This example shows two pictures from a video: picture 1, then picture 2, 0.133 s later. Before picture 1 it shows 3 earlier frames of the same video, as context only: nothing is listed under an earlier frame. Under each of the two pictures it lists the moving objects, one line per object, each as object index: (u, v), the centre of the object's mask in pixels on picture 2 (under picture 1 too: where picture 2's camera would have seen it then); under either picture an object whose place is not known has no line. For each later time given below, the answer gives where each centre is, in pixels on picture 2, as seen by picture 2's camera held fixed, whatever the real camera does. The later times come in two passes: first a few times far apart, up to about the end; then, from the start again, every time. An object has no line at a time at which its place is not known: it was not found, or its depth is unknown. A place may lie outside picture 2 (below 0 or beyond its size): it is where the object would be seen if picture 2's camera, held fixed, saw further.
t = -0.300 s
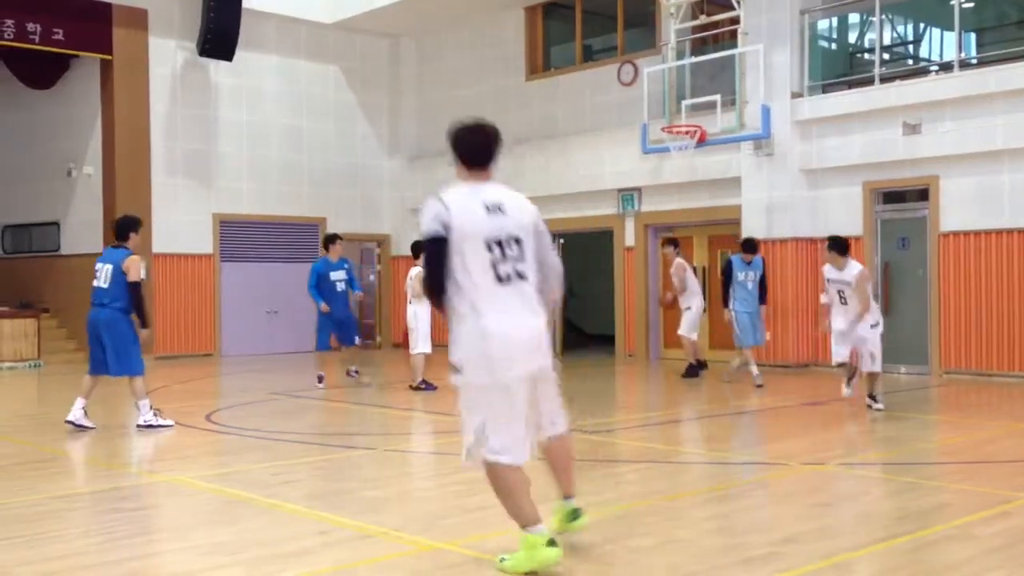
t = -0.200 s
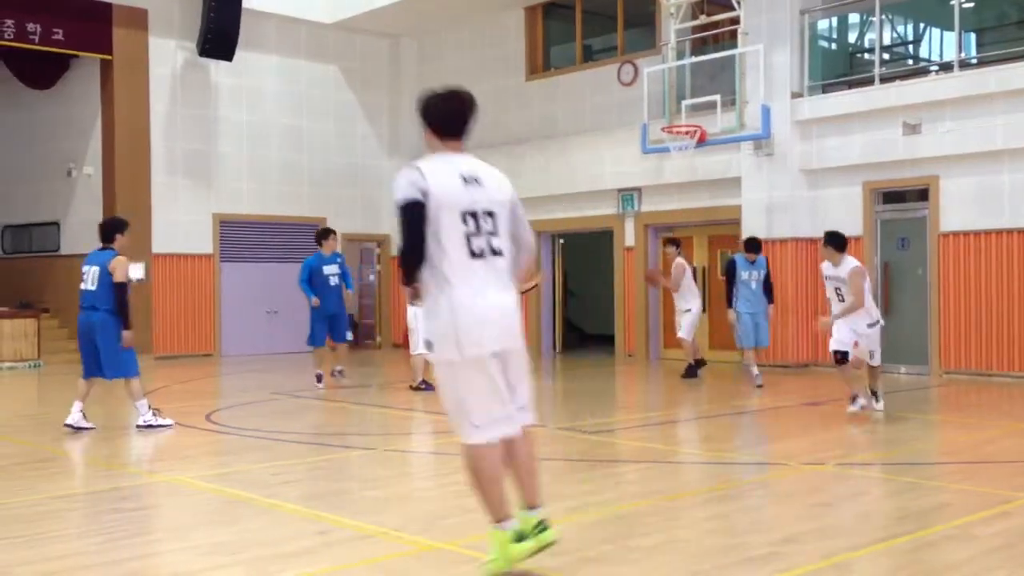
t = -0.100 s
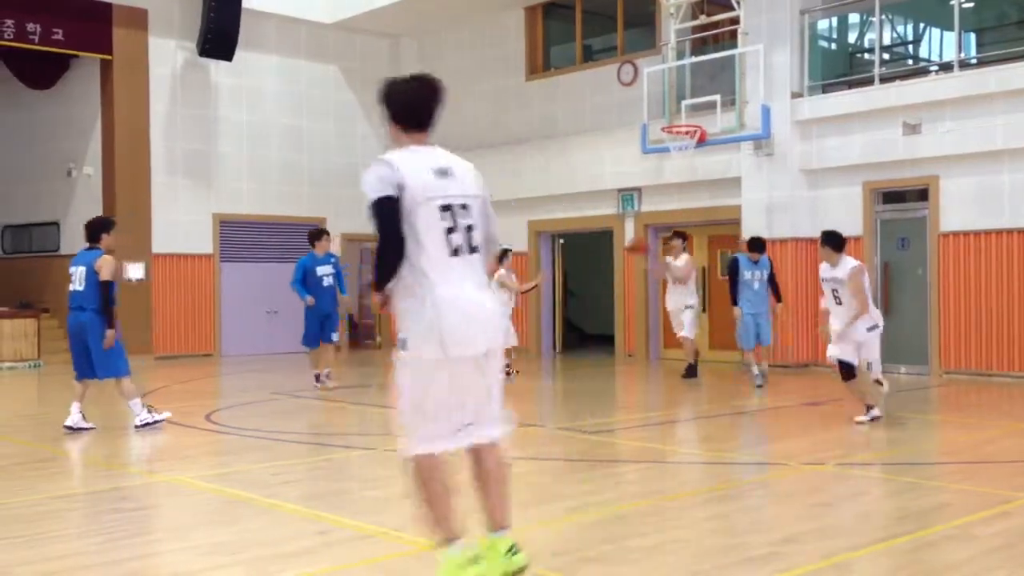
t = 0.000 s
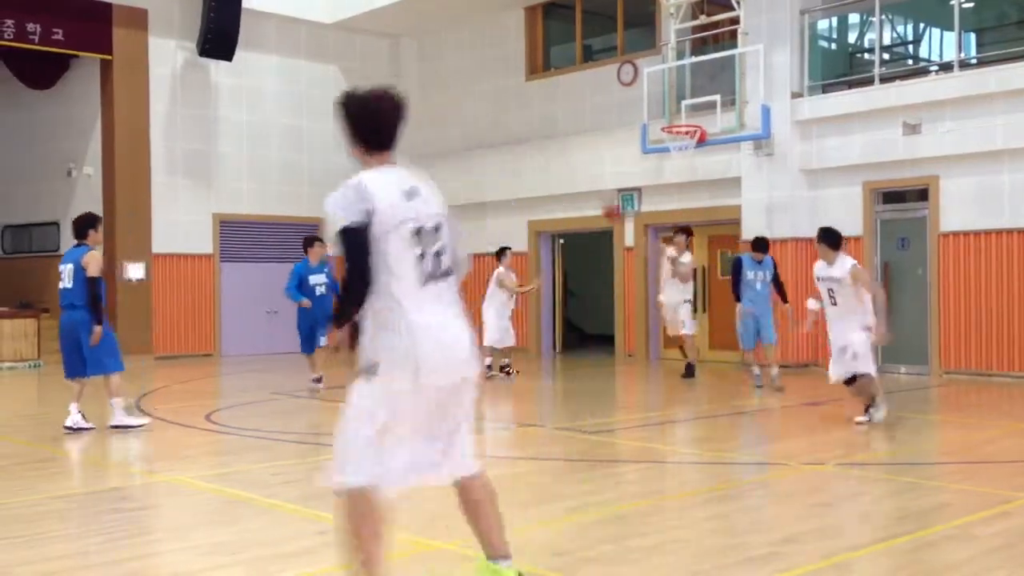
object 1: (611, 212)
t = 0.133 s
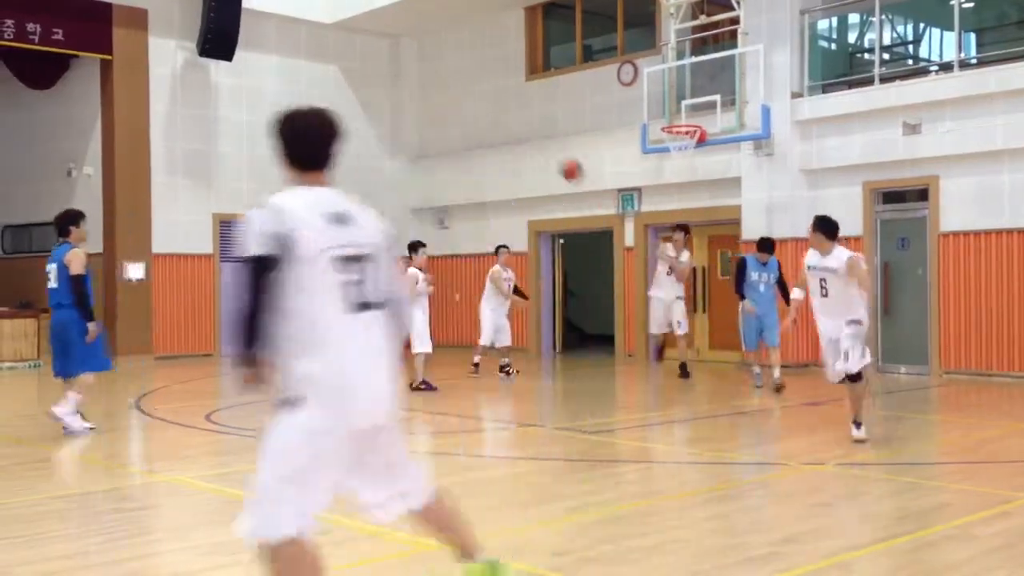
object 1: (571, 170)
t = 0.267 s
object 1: (518, 136)
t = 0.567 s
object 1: (330, 95)
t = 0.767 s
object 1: (90, 132)
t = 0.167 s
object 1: (559, 160)
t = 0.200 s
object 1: (547, 152)
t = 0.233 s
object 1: (533, 142)
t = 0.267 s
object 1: (518, 136)
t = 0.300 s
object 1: (505, 128)
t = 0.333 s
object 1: (487, 120)
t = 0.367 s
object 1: (468, 114)
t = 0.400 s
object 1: (450, 108)
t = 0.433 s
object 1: (432, 104)
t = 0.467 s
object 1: (409, 100)
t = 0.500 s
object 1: (385, 97)
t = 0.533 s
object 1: (359, 95)
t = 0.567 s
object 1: (330, 95)
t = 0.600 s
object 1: (299, 95)
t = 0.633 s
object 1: (265, 98)
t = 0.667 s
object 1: (229, 102)
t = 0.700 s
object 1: (188, 110)
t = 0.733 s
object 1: (139, 120)
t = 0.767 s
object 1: (90, 132)
